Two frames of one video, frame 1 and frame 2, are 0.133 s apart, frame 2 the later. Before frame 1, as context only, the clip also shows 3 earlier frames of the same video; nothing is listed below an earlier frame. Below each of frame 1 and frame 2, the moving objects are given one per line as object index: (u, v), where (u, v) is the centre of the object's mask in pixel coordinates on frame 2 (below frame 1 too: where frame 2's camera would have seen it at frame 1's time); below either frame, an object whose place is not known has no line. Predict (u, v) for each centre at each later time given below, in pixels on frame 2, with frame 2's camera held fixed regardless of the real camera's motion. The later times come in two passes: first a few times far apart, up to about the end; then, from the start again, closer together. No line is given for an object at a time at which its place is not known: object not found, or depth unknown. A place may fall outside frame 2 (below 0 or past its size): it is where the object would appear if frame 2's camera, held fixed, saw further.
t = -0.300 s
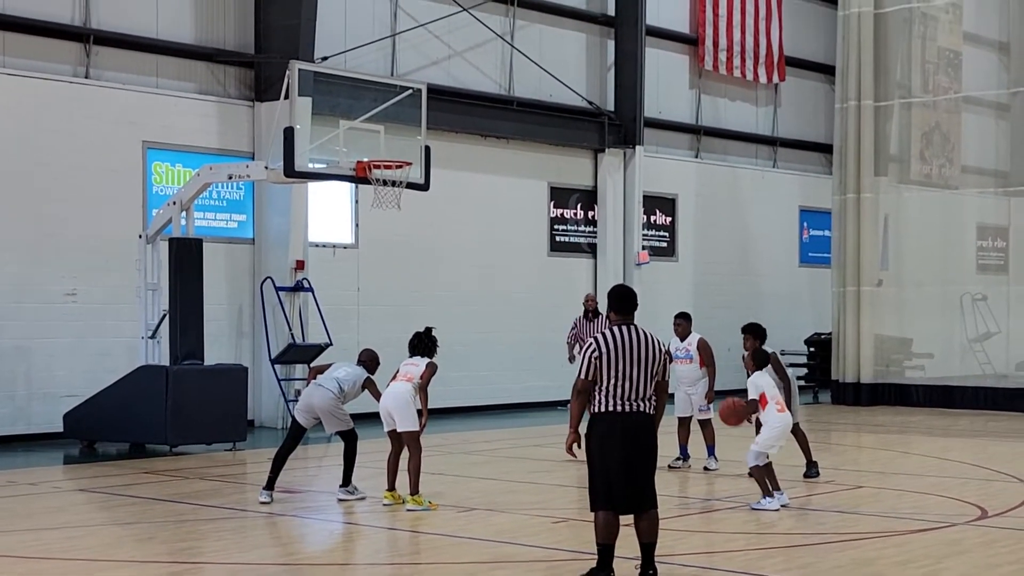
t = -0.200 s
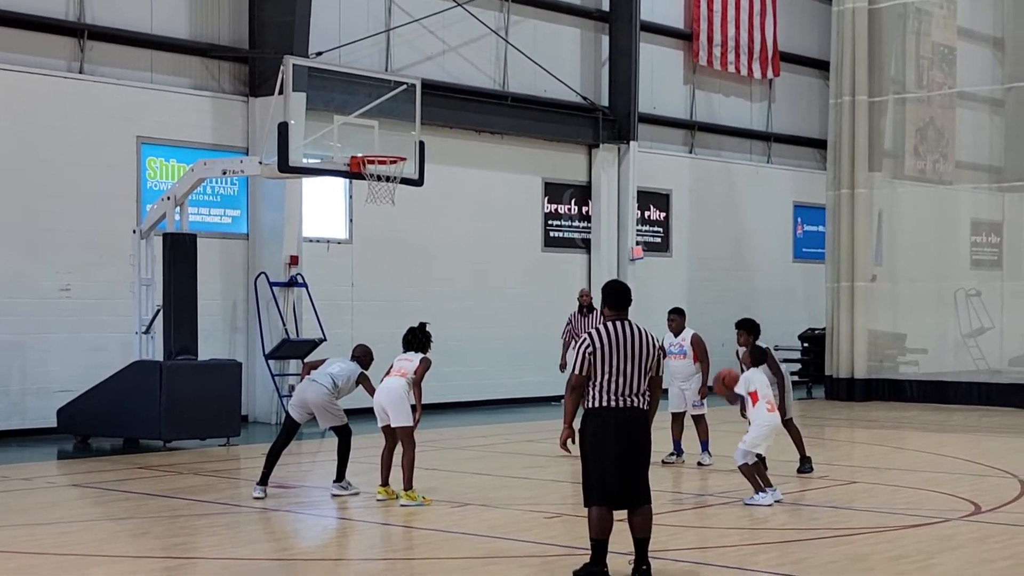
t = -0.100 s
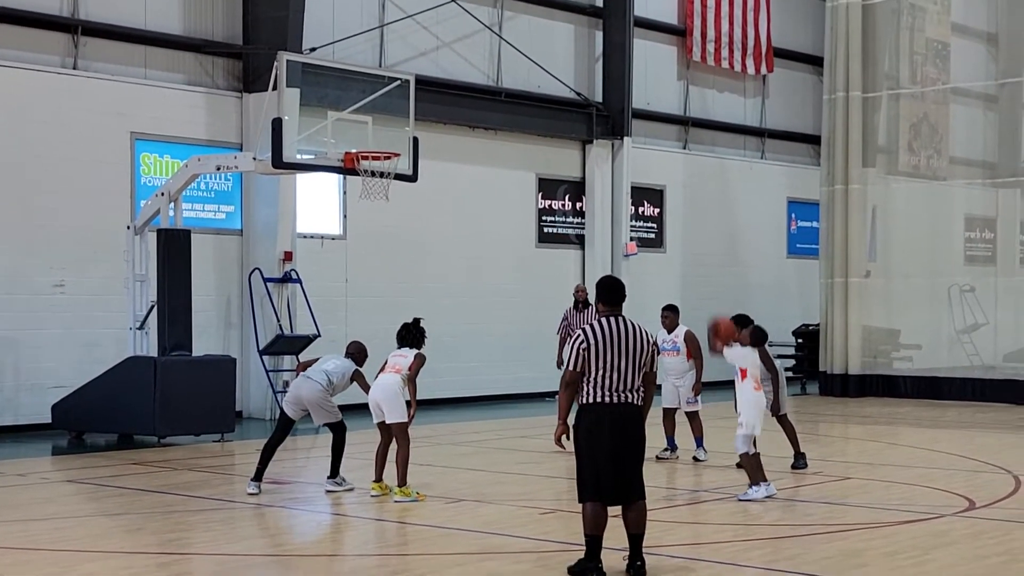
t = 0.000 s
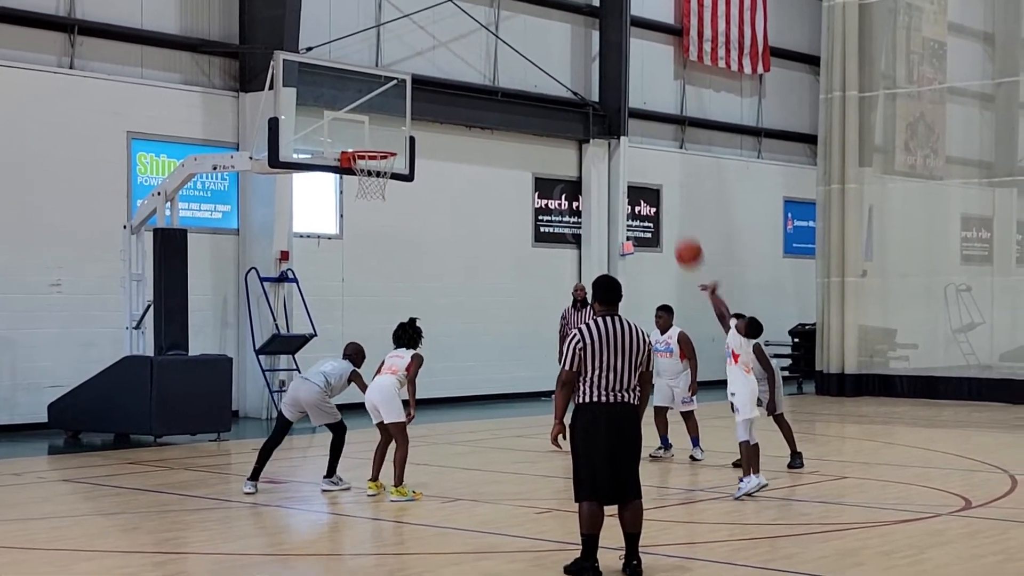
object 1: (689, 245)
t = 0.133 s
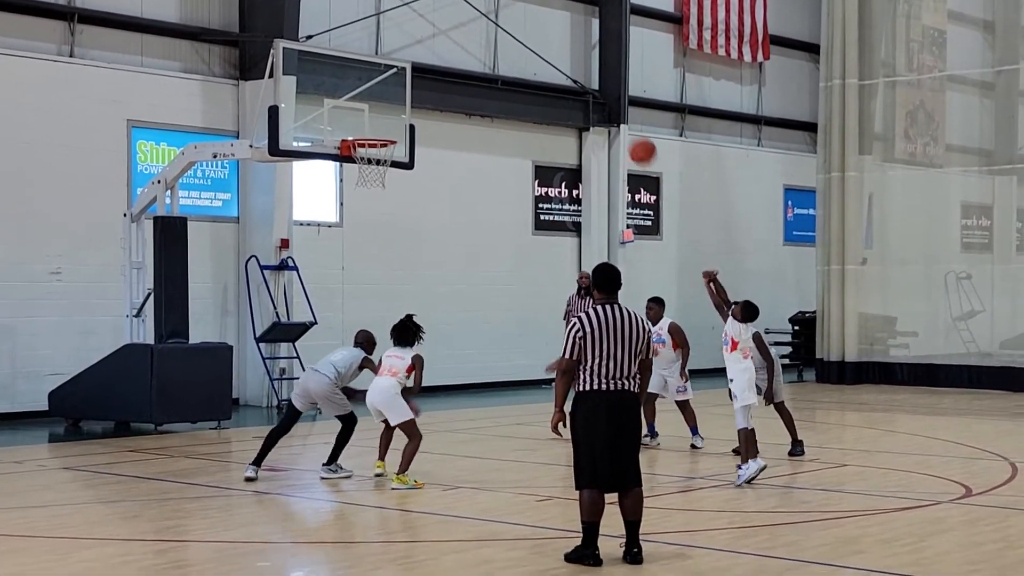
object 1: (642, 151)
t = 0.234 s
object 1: (612, 99)
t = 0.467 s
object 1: (535, 26)
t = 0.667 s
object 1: (475, 17)
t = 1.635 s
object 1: (407, 120)
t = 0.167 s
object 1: (632, 131)
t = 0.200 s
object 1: (621, 113)
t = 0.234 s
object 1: (612, 99)
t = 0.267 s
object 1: (601, 84)
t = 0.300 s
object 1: (589, 71)
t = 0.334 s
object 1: (579, 60)
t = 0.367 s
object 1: (568, 49)
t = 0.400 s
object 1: (557, 41)
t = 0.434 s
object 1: (546, 33)
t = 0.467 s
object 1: (535, 26)
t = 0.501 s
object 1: (525, 22)
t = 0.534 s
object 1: (515, 18)
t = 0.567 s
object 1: (505, 16)
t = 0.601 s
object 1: (495, 16)
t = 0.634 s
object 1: (485, 16)
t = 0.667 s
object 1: (475, 17)
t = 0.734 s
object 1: (455, 20)
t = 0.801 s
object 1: (437, 30)
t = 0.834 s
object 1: (428, 37)
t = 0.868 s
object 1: (419, 44)
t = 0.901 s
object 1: (410, 53)
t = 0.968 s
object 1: (392, 74)
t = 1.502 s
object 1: (386, 99)
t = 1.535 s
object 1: (391, 103)
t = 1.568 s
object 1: (396, 108)
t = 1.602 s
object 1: (402, 113)
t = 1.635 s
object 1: (407, 120)
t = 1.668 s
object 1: (411, 128)
